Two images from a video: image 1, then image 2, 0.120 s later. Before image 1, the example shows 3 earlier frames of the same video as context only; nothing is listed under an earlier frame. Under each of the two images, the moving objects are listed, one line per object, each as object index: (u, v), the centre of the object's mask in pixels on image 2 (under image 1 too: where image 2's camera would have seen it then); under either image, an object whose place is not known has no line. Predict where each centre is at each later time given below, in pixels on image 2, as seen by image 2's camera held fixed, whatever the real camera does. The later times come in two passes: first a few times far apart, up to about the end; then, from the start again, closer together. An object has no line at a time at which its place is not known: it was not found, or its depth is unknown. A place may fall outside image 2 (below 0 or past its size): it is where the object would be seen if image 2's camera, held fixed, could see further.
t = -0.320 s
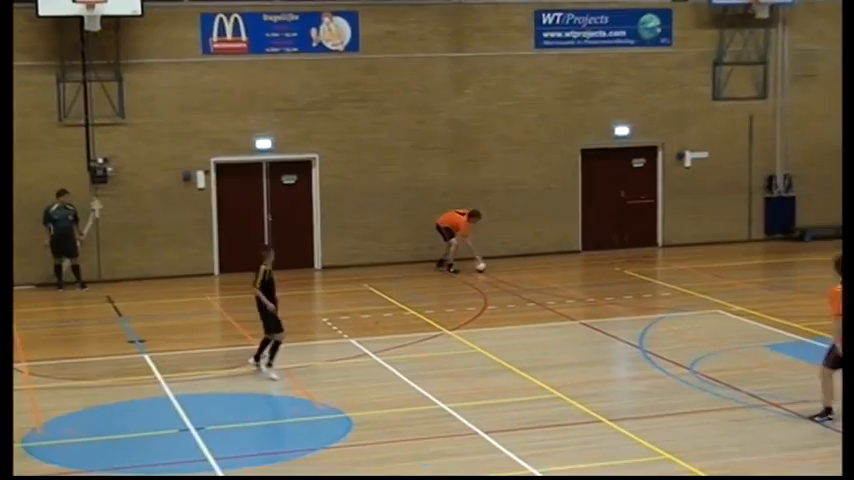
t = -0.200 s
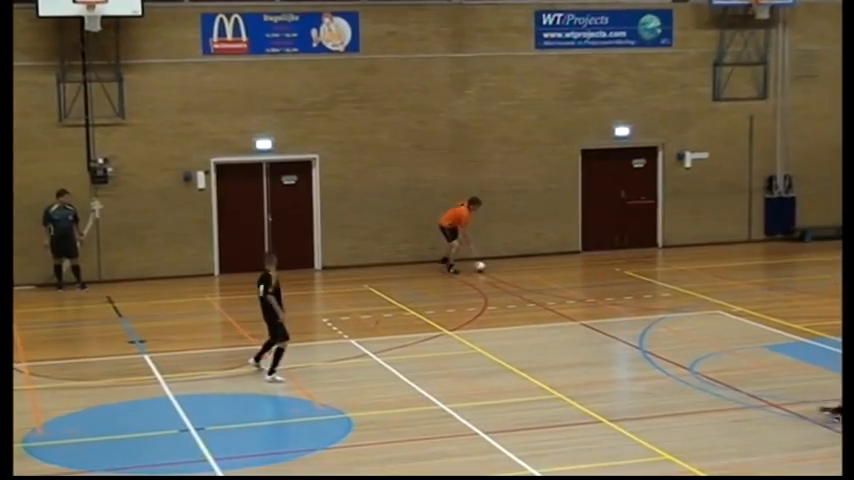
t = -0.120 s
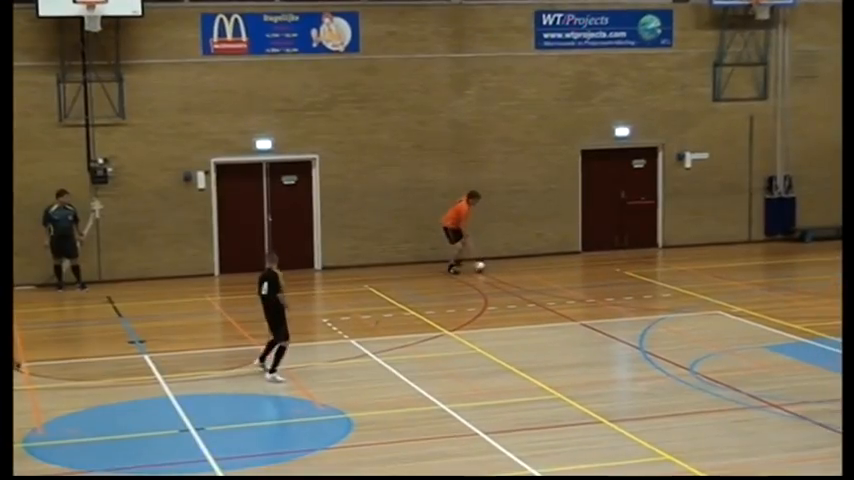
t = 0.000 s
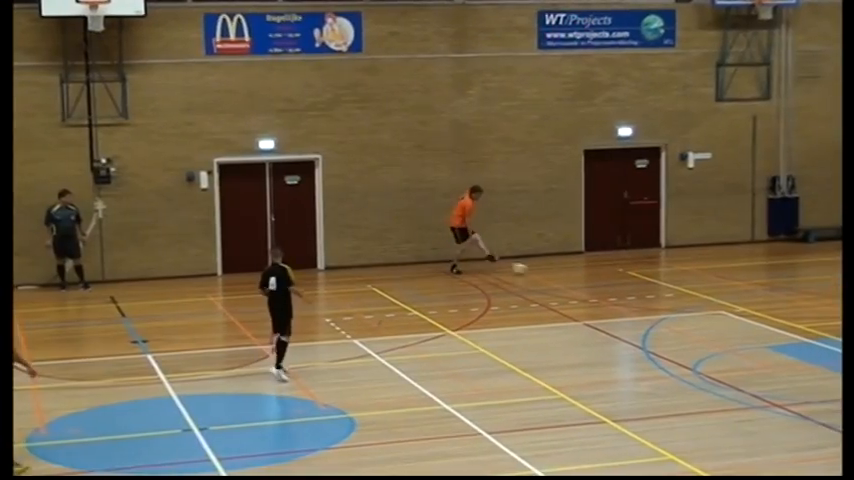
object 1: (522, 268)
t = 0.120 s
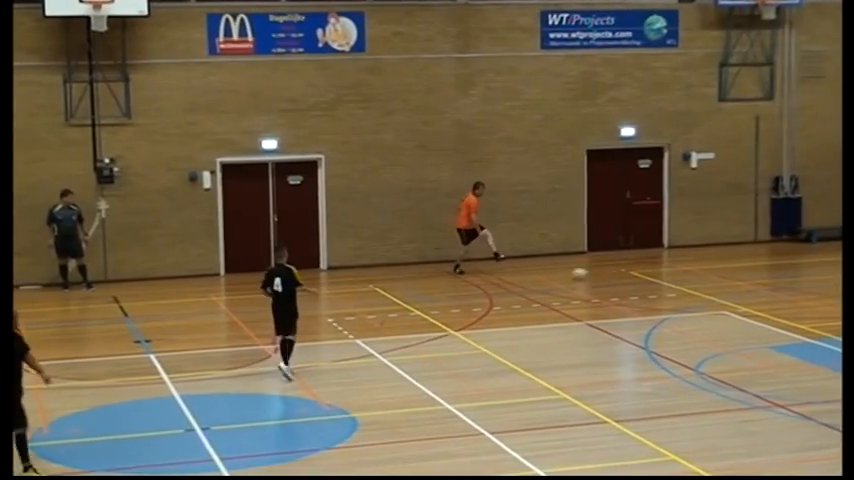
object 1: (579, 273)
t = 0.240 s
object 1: (633, 277)
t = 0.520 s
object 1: (754, 288)
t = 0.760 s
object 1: (847, 295)
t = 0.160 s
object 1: (598, 276)
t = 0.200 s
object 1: (615, 277)
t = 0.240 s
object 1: (633, 277)
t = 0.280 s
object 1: (651, 279)
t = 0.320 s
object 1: (669, 280)
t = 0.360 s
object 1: (686, 282)
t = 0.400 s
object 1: (703, 284)
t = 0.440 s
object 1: (720, 285)
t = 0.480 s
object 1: (738, 286)
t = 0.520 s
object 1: (754, 288)
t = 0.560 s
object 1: (770, 289)
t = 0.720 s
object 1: (833, 294)
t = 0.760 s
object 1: (847, 295)
